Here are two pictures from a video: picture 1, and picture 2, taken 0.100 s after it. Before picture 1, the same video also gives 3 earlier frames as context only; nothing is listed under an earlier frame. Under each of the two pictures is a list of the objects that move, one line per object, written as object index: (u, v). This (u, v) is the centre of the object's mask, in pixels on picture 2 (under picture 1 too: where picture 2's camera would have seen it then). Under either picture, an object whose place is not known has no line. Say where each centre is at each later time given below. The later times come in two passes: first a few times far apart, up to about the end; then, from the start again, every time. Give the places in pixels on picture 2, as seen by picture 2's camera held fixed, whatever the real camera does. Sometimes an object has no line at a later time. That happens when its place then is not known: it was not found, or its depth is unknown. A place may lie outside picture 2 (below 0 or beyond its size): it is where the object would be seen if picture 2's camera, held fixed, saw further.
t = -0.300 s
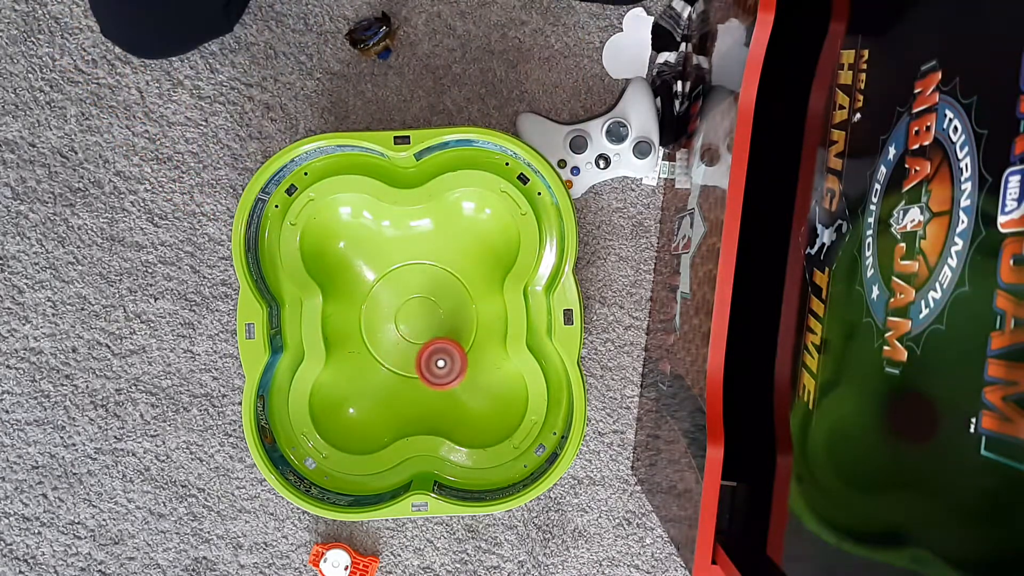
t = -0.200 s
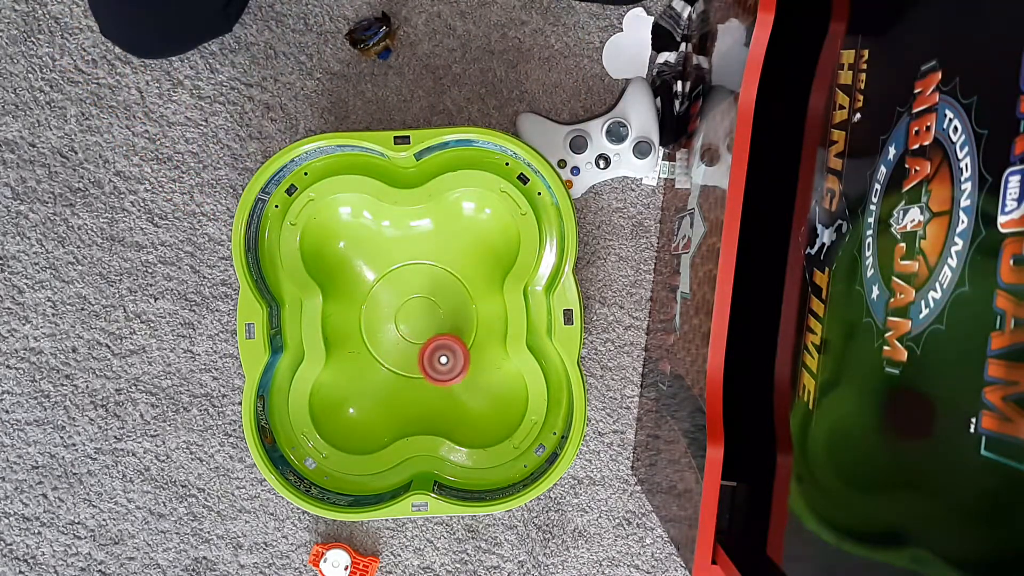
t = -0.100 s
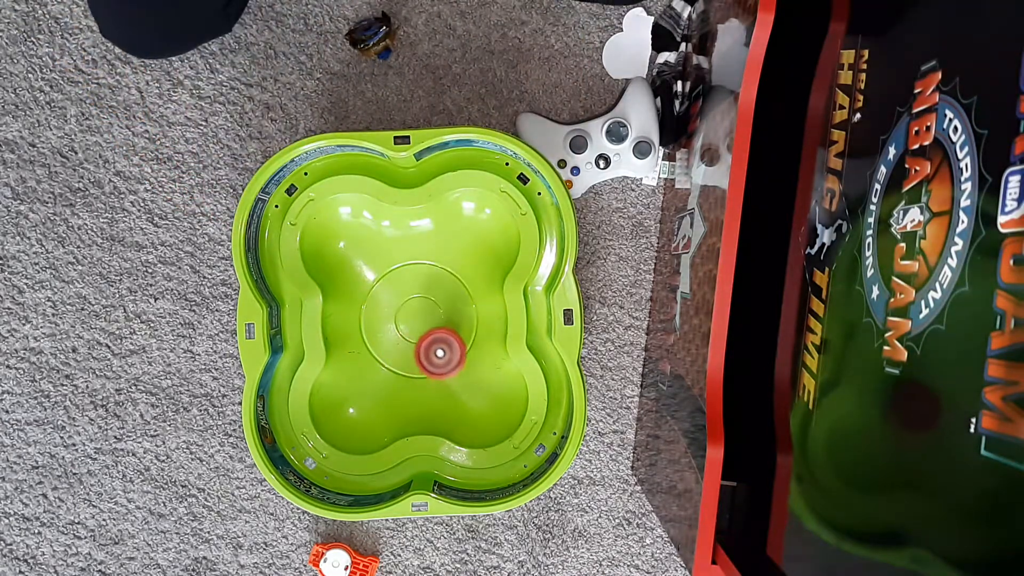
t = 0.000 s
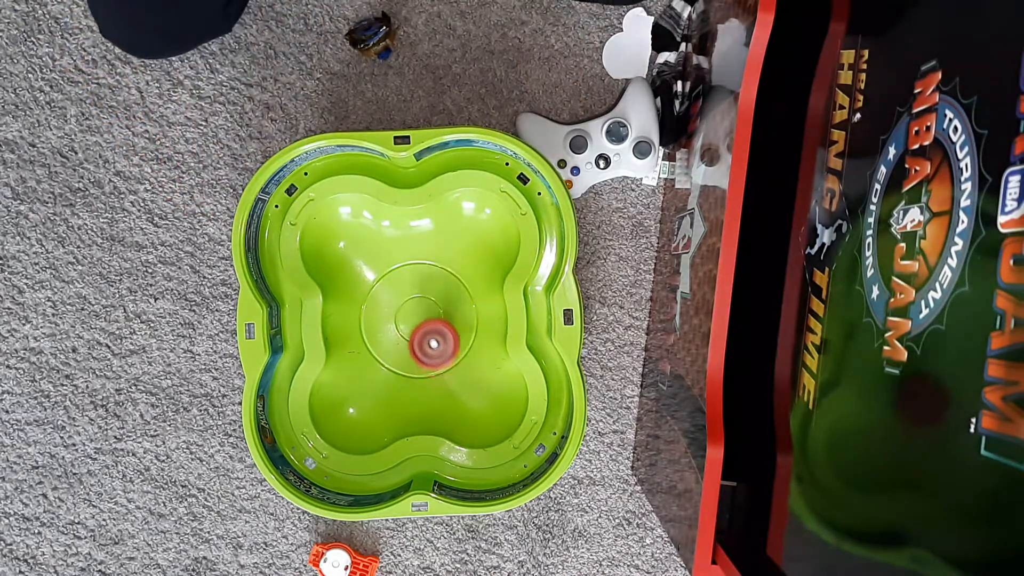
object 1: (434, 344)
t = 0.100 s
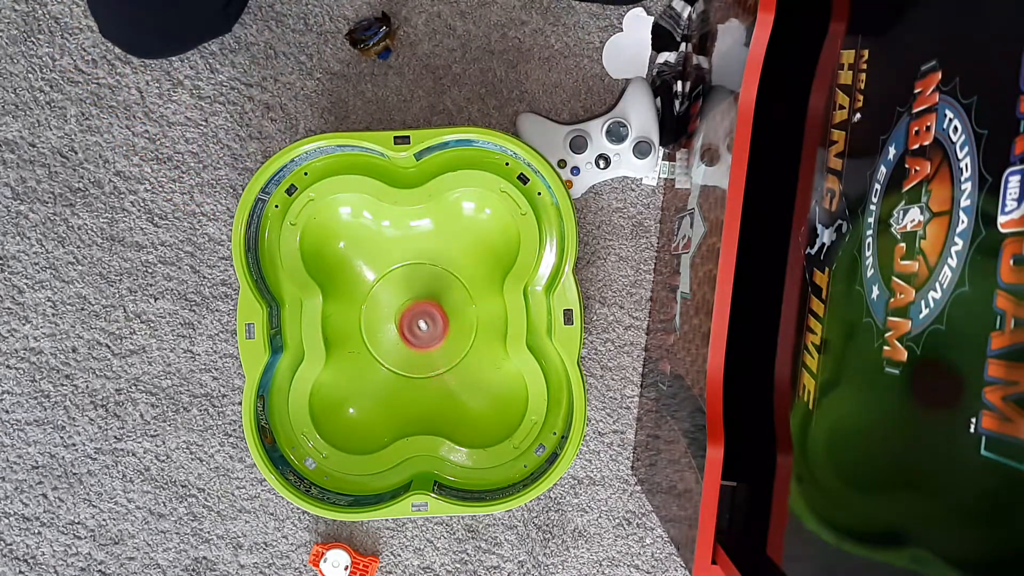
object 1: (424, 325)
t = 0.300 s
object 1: (376, 317)
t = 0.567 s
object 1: (393, 389)
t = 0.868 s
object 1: (431, 287)
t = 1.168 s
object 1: (336, 243)
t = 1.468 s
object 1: (410, 304)
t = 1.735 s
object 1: (447, 300)
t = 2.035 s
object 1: (424, 282)
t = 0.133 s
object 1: (417, 319)
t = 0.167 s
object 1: (409, 313)
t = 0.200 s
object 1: (400, 310)
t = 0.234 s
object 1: (390, 310)
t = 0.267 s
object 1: (382, 312)
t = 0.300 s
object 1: (376, 317)
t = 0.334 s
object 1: (371, 325)
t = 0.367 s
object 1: (371, 335)
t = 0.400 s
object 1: (372, 347)
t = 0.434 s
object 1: (375, 359)
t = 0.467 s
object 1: (379, 372)
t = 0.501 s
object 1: (383, 381)
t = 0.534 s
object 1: (388, 387)
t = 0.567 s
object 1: (393, 389)
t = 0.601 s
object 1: (398, 387)
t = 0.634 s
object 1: (403, 381)
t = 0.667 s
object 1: (408, 370)
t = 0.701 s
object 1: (414, 358)
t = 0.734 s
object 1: (422, 344)
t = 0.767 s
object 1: (429, 331)
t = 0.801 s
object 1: (434, 317)
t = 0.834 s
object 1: (434, 301)
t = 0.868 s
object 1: (431, 287)
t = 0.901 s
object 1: (426, 276)
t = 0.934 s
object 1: (418, 268)
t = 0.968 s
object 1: (410, 262)
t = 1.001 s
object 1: (400, 257)
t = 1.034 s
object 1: (388, 252)
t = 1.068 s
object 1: (374, 248)
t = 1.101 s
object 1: (359, 244)
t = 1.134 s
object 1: (346, 242)
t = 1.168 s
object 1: (336, 243)
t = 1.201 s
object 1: (331, 246)
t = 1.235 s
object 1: (330, 252)
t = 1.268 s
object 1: (334, 259)
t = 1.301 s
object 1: (343, 264)
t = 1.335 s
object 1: (357, 272)
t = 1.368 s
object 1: (371, 281)
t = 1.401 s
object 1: (386, 290)
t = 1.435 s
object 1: (398, 298)
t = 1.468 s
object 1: (410, 304)
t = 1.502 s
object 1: (420, 309)
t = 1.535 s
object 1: (428, 313)
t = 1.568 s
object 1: (433, 315)
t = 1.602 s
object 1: (438, 315)
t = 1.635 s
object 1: (441, 314)
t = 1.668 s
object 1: (444, 311)
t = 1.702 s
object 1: (446, 306)
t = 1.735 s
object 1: (447, 300)
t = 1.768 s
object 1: (447, 292)
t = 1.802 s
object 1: (447, 283)
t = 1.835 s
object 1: (447, 274)
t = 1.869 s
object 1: (445, 267)
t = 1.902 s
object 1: (443, 264)
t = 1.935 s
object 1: (439, 264)
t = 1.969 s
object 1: (434, 268)
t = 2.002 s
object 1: (429, 274)
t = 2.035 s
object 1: (424, 282)
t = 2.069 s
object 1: (417, 292)
